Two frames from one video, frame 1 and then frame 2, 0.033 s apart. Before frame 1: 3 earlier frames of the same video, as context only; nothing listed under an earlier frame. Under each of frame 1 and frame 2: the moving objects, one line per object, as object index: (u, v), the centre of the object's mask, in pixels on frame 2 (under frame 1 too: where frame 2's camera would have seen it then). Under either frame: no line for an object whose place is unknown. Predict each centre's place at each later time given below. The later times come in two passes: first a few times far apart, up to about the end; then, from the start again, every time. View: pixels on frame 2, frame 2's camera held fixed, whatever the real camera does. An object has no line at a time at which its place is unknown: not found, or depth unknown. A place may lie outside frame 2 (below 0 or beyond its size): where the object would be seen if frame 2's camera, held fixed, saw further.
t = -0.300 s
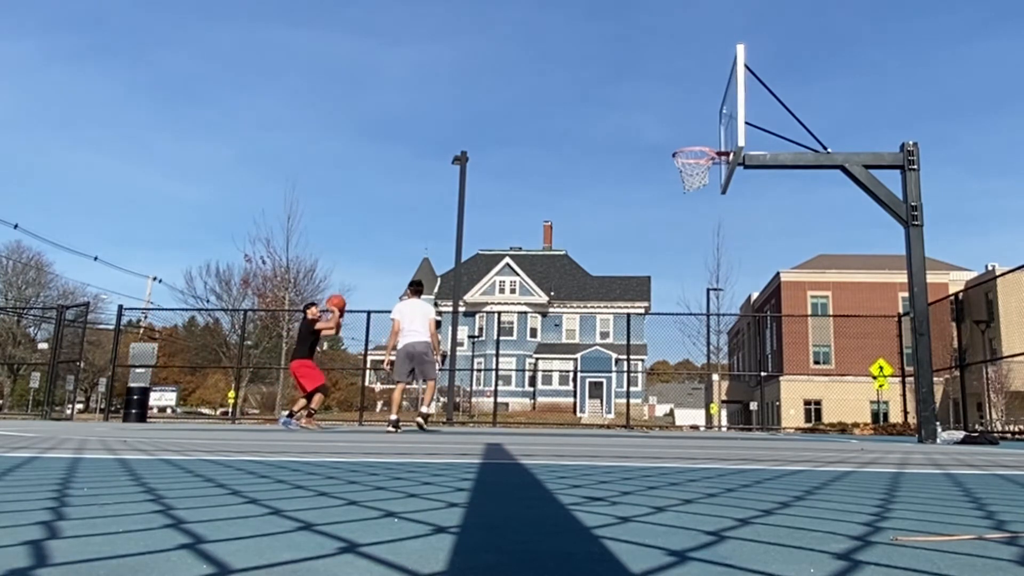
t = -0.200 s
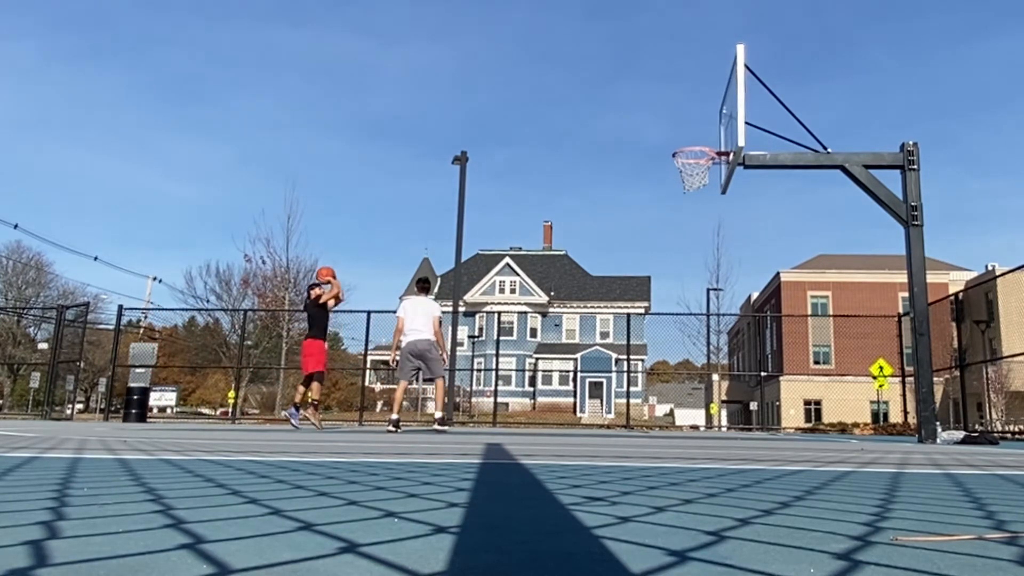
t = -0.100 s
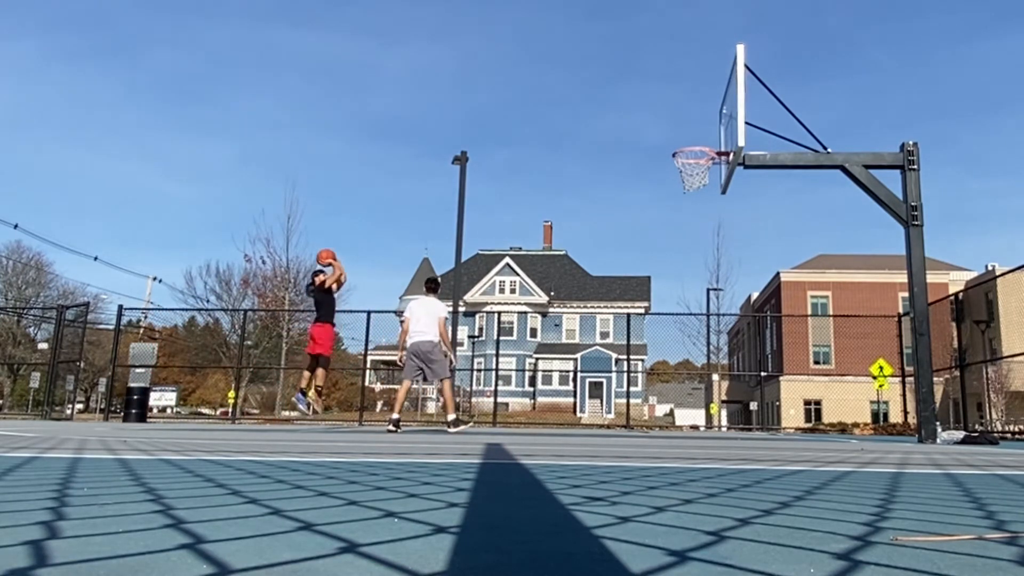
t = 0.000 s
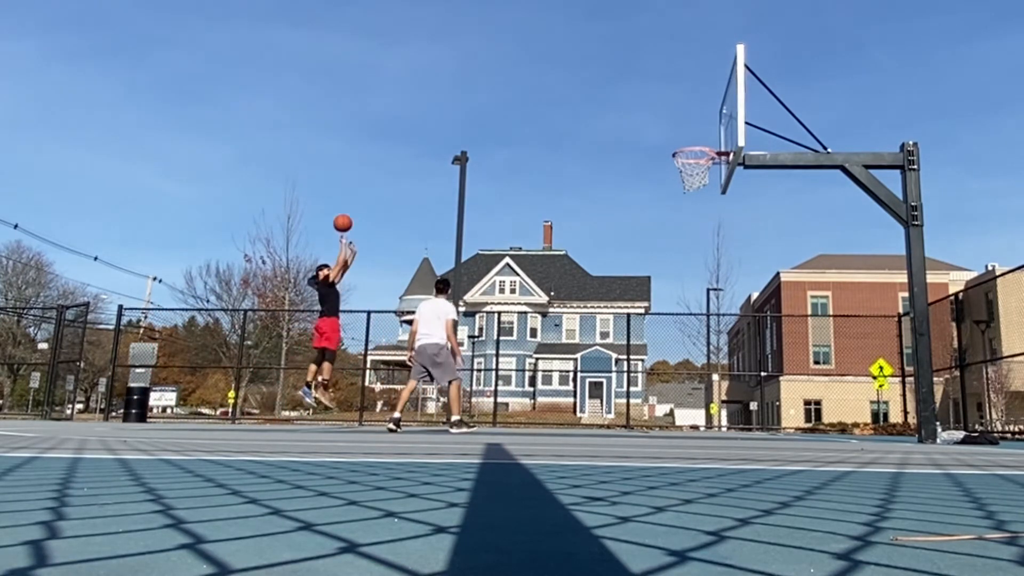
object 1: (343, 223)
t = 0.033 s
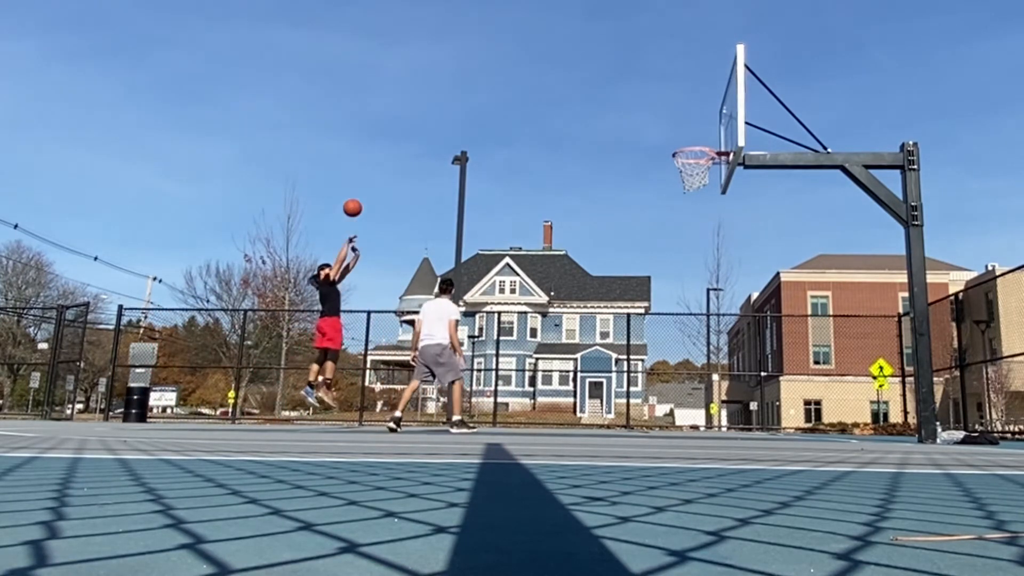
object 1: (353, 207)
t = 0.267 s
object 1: (420, 121)
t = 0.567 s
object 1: (504, 65)
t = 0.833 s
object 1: (581, 69)
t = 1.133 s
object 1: (673, 143)
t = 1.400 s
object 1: (712, 111)
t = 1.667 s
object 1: (675, 126)
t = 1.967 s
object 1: (632, 219)
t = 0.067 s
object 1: (362, 193)
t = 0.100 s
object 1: (372, 179)
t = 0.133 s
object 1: (382, 166)
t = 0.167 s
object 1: (391, 154)
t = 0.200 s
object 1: (401, 142)
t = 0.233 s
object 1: (410, 131)
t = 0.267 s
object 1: (420, 121)
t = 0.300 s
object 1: (429, 112)
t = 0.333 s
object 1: (438, 103)
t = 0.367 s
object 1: (448, 96)
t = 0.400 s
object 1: (457, 89)
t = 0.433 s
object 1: (467, 82)
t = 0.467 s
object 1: (476, 77)
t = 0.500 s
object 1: (486, 72)
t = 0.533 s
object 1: (495, 68)
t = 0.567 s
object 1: (504, 65)
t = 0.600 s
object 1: (514, 62)
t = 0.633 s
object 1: (523, 61)
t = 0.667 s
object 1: (533, 60)
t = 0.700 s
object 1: (542, 60)
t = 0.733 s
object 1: (552, 61)
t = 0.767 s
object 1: (561, 63)
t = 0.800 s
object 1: (571, 65)
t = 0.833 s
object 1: (581, 69)
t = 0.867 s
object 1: (591, 74)
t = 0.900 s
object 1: (601, 79)
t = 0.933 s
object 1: (610, 86)
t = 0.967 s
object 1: (621, 93)
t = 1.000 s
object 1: (631, 101)
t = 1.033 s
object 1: (641, 110)
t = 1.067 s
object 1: (652, 120)
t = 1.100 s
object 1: (662, 131)
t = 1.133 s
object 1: (673, 143)
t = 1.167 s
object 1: (680, 140)
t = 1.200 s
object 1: (688, 134)
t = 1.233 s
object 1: (696, 128)
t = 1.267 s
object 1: (704, 123)
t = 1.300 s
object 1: (711, 119)
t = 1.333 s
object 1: (720, 117)
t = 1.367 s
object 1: (716, 113)
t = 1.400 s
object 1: (712, 111)
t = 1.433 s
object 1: (707, 110)
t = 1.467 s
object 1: (703, 109)
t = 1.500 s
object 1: (698, 109)
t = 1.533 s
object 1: (694, 111)
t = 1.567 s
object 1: (689, 113)
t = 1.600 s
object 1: (684, 117)
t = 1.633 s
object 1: (680, 121)
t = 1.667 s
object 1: (675, 126)
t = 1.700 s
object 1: (671, 132)
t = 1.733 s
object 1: (666, 140)
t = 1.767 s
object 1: (661, 148)
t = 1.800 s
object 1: (656, 157)
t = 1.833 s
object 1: (652, 167)
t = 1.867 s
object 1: (647, 178)
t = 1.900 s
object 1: (642, 191)
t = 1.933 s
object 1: (637, 204)
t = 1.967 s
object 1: (632, 219)
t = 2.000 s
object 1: (627, 234)
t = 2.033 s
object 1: (622, 251)
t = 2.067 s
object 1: (617, 269)
